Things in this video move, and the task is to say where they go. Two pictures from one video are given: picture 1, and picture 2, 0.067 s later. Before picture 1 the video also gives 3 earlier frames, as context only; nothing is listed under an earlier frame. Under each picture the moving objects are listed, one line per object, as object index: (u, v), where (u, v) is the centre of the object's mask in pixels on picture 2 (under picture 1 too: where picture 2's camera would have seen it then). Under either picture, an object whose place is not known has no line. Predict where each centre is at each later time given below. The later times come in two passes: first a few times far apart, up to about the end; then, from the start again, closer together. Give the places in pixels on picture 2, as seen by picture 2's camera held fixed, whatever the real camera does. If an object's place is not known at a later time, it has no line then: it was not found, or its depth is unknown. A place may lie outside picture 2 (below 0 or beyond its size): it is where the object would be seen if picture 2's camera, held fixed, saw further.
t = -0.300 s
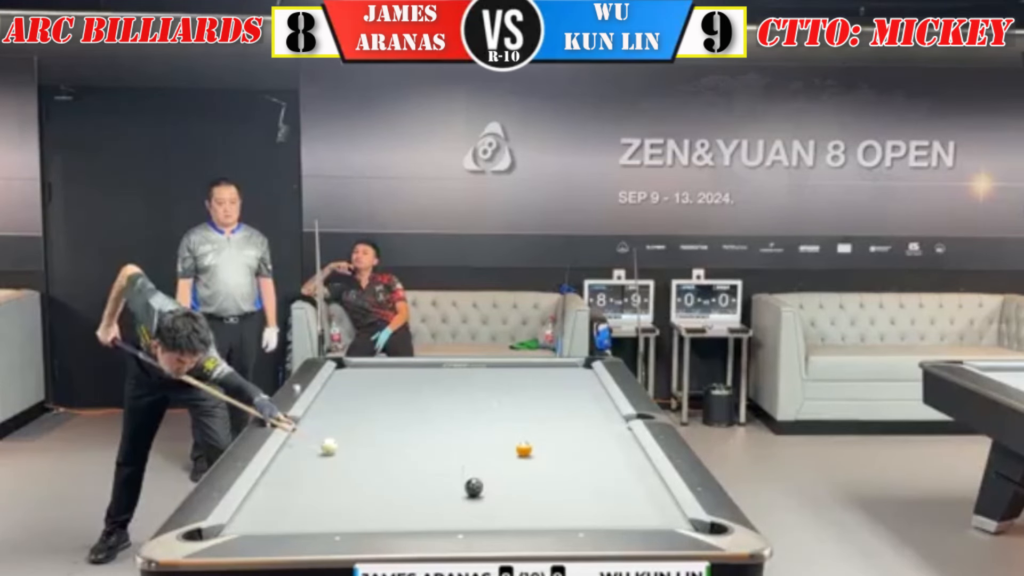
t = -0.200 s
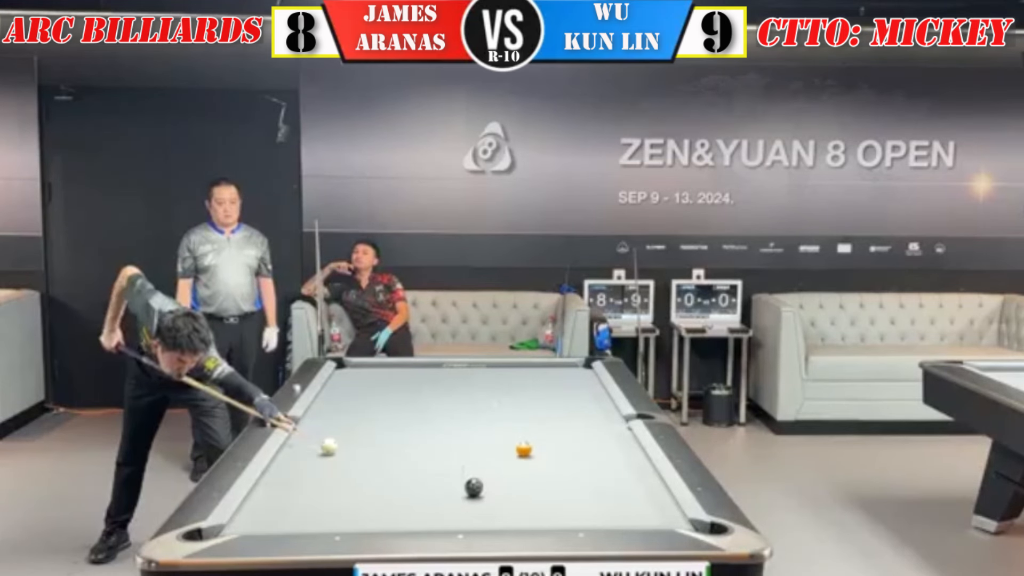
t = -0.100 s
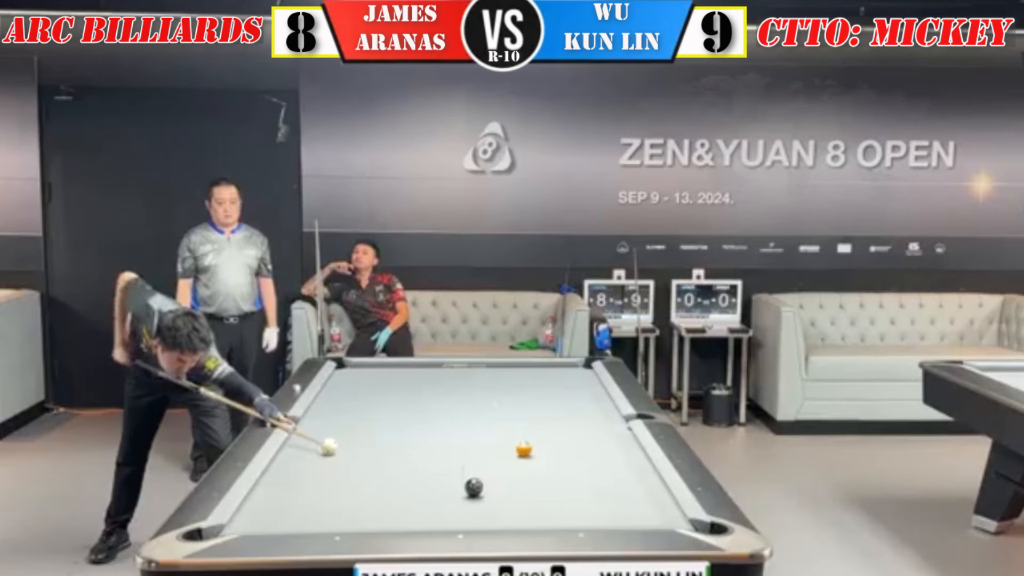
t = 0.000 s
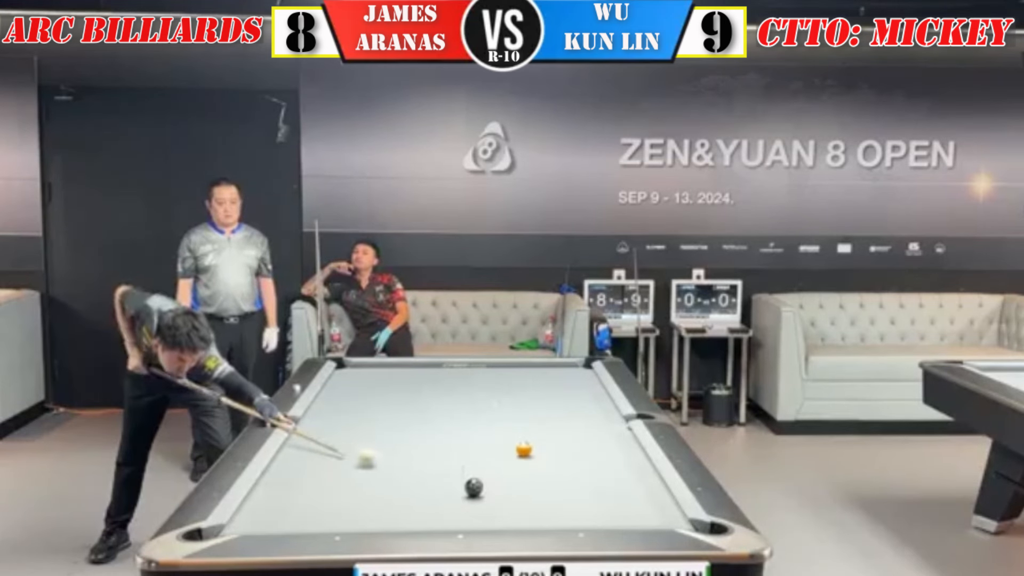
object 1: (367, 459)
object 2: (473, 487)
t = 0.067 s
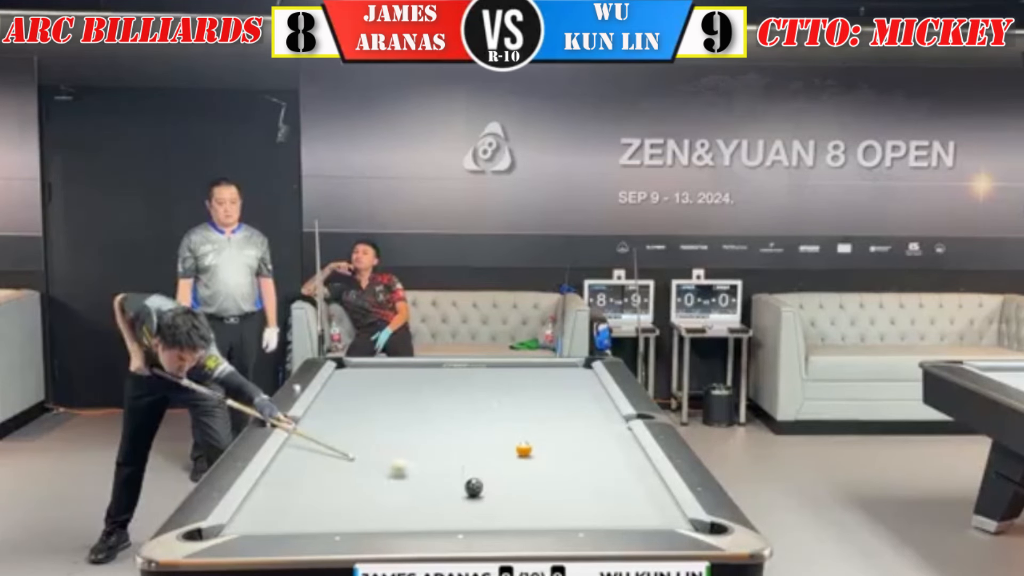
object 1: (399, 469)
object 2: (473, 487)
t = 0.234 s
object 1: (455, 489)
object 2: (496, 492)
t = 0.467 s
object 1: (449, 501)
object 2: (611, 512)
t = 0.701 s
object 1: (443, 514)
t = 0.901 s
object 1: (438, 521)
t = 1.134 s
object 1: (428, 520)
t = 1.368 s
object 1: (419, 517)
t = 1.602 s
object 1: (408, 510)
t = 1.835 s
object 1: (399, 505)
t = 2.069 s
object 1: (392, 500)
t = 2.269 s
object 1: (386, 495)
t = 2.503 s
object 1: (380, 491)
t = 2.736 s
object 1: (375, 487)
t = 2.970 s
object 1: (371, 484)
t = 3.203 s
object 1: (367, 482)
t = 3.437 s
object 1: (365, 480)
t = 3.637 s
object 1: (363, 478)
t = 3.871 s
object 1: (362, 477)
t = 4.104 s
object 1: (361, 476)
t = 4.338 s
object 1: (360, 476)
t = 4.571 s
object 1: (359, 475)
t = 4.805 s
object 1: (359, 476)
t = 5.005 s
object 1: (359, 475)
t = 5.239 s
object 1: (359, 475)
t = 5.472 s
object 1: (359, 475)
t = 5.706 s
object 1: (359, 475)
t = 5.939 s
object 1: (359, 475)
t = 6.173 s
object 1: (359, 475)
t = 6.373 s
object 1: (359, 475)
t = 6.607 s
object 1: (359, 474)
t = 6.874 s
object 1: (359, 475)
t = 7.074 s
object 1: (360, 474)
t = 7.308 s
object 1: (360, 474)
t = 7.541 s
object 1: (360, 474)
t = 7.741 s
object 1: (360, 474)
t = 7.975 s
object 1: (360, 475)
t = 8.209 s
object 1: (360, 474)
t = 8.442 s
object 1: (360, 474)
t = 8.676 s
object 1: (359, 475)
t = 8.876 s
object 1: (359, 474)
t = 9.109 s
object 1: (359, 474)
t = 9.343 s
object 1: (359, 474)
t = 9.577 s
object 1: (359, 474)
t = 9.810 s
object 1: (359, 474)
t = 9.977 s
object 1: (359, 474)
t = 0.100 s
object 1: (413, 473)
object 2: (473, 487)
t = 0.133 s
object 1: (430, 477)
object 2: (473, 487)
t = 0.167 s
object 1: (445, 483)
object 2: (474, 487)
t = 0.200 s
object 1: (458, 487)
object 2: (479, 489)
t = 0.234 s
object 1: (455, 489)
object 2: (496, 492)
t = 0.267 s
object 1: (453, 490)
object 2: (515, 495)
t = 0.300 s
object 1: (452, 492)
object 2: (531, 498)
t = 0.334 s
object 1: (451, 494)
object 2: (549, 502)
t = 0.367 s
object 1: (451, 496)
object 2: (564, 504)
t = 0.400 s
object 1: (450, 497)
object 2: (581, 506)
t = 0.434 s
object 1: (449, 499)
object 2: (596, 509)
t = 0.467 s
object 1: (449, 501)
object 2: (611, 512)
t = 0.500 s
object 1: (447, 503)
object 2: (625, 515)
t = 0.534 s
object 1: (447, 504)
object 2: (640, 516)
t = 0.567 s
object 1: (446, 506)
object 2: (654, 516)
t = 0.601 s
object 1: (446, 508)
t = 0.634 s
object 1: (445, 510)
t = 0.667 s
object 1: (444, 512)
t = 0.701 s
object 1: (443, 514)
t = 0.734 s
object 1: (442, 515)
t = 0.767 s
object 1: (442, 517)
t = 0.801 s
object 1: (441, 518)
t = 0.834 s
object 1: (440, 518)
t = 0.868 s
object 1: (439, 521)
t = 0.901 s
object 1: (438, 521)
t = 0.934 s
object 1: (438, 521)
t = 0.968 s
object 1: (435, 523)
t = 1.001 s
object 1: (434, 524)
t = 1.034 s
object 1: (432, 522)
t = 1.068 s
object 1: (431, 522)
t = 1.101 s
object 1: (430, 520)
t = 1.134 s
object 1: (428, 520)
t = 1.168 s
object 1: (426, 521)
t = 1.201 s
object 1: (426, 520)
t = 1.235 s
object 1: (424, 519)
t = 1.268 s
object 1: (423, 519)
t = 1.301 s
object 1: (423, 519)
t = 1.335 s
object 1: (420, 518)
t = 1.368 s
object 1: (419, 517)
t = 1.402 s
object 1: (417, 516)
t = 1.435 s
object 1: (415, 515)
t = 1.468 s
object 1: (414, 515)
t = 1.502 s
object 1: (414, 514)
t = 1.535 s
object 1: (412, 513)
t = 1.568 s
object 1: (410, 511)
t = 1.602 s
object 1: (408, 510)
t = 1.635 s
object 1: (407, 509)
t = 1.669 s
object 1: (406, 509)
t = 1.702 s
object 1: (405, 508)
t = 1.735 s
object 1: (403, 507)
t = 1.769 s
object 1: (402, 506)
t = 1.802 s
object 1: (400, 505)
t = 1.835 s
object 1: (399, 505)
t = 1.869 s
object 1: (398, 504)
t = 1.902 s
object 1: (398, 503)
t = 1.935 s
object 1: (396, 503)
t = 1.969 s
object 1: (395, 502)
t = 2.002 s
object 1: (394, 501)
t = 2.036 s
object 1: (392, 500)
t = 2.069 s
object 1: (392, 500)
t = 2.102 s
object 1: (391, 499)
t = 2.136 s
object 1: (390, 498)
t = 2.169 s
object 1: (388, 497)
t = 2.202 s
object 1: (388, 497)
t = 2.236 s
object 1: (387, 497)
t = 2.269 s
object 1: (386, 495)
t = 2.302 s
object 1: (385, 495)
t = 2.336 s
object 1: (384, 494)
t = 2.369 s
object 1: (383, 494)
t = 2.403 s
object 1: (382, 493)
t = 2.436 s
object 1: (382, 492)
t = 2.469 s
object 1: (380, 492)
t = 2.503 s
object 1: (380, 491)
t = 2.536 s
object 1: (379, 490)
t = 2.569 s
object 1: (378, 490)
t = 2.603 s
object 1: (377, 489)
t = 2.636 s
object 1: (377, 489)
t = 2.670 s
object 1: (377, 488)
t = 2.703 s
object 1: (376, 488)
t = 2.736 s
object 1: (375, 487)
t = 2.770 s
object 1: (375, 487)
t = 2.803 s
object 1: (375, 487)
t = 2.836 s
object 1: (373, 487)
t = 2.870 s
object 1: (372, 485)
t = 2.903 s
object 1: (373, 485)
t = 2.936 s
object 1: (372, 485)
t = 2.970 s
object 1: (371, 484)
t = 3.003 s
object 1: (370, 484)
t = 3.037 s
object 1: (370, 483)
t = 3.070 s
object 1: (369, 483)
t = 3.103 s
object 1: (369, 483)
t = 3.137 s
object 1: (369, 483)
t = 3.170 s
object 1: (368, 482)
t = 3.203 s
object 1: (367, 482)
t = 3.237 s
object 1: (367, 482)
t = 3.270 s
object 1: (366, 481)
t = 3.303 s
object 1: (366, 481)
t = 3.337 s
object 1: (366, 480)
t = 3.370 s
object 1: (366, 480)
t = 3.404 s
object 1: (365, 480)
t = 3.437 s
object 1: (365, 480)
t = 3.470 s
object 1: (365, 480)
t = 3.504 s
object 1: (364, 479)
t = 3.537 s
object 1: (364, 479)
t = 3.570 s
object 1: (364, 479)
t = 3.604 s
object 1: (364, 478)
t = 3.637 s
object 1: (363, 478)
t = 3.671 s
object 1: (363, 478)
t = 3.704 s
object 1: (363, 478)
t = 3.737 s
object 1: (363, 477)
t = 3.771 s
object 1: (362, 477)
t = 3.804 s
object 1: (362, 477)
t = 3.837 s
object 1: (362, 477)
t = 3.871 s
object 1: (362, 477)
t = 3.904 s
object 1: (362, 477)
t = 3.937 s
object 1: (362, 477)
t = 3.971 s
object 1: (362, 477)
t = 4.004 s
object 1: (361, 476)
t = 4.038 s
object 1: (361, 476)
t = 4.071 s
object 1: (361, 476)
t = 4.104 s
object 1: (361, 476)
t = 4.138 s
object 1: (361, 476)
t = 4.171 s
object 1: (360, 476)
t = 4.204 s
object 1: (360, 476)
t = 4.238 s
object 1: (360, 476)
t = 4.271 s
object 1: (360, 476)
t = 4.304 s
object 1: (360, 475)
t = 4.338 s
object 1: (360, 476)
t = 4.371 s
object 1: (360, 475)
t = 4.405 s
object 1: (359, 476)
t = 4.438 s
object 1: (359, 476)
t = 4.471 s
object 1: (359, 476)
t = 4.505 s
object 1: (359, 476)
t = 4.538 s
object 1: (359, 476)
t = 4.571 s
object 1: (359, 475)
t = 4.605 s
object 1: (359, 476)
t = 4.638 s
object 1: (359, 476)
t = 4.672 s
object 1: (359, 476)
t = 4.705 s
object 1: (359, 476)
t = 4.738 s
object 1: (359, 475)
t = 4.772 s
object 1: (359, 476)
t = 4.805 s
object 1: (359, 476)
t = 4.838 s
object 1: (359, 476)
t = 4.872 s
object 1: (359, 475)
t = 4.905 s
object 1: (359, 475)
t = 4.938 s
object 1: (359, 475)
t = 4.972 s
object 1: (359, 475)
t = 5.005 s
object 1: (359, 475)
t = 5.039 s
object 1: (359, 475)
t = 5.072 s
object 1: (359, 475)
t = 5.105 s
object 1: (359, 475)
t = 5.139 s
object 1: (359, 475)
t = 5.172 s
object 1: (359, 475)
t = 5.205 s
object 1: (359, 475)
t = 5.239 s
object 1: (359, 475)
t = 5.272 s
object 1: (359, 475)
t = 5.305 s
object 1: (359, 475)
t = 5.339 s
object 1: (359, 475)
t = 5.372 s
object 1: (359, 475)
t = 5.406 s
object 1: (359, 475)
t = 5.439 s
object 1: (359, 475)
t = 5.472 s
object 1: (359, 475)
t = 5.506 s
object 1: (359, 475)
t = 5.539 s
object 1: (359, 475)
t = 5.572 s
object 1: (359, 475)
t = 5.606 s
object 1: (359, 475)
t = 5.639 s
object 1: (359, 475)
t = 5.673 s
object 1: (359, 475)
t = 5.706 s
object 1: (359, 475)
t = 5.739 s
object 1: (359, 475)
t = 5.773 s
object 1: (359, 475)
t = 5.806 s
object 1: (359, 475)
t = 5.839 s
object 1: (359, 475)
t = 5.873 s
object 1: (359, 475)
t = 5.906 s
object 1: (359, 475)
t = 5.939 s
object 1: (359, 475)
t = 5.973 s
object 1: (359, 475)
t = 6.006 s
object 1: (359, 475)
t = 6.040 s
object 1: (359, 475)
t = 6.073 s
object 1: (359, 475)
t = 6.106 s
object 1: (359, 475)
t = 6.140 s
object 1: (359, 475)
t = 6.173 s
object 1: (359, 475)
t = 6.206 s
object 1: (359, 475)
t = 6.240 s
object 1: (359, 475)
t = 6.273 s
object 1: (359, 475)
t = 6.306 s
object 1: (359, 475)
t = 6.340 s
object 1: (359, 474)
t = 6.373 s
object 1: (359, 475)
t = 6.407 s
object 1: (359, 475)
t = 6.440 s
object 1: (359, 475)
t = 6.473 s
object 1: (359, 474)
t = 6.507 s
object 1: (359, 475)
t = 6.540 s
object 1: (359, 475)
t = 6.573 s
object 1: (359, 474)
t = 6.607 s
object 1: (359, 474)
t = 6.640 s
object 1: (359, 475)
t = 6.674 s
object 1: (359, 475)
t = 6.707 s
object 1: (359, 475)
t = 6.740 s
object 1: (359, 475)
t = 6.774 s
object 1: (359, 474)
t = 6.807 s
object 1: (359, 474)
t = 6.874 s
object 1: (359, 475)
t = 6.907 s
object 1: (359, 474)
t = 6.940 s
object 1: (359, 474)
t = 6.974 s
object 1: (360, 474)
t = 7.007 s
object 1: (360, 474)
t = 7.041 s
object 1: (360, 474)
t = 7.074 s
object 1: (360, 474)
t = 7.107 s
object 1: (360, 474)
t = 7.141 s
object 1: (360, 474)
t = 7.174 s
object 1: (359, 475)
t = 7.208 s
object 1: (360, 474)
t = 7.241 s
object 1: (359, 475)
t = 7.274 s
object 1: (360, 474)
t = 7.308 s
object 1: (360, 474)
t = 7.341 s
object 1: (359, 475)
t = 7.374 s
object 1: (360, 474)
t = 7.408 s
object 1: (360, 474)
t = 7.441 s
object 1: (360, 474)
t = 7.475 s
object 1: (360, 474)
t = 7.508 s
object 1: (360, 474)
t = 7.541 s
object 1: (360, 474)
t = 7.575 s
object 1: (360, 474)
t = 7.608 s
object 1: (360, 474)
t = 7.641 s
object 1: (360, 474)
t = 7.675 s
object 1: (360, 474)
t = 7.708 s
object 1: (360, 474)
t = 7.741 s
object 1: (360, 474)
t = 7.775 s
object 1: (359, 475)
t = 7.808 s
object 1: (360, 474)
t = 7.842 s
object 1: (359, 475)
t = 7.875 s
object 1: (360, 474)
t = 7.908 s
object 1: (359, 475)
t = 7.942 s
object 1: (359, 475)
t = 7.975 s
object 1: (360, 475)
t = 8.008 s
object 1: (360, 474)
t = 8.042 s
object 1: (360, 474)
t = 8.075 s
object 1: (360, 474)
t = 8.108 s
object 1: (360, 474)
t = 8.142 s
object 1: (360, 474)
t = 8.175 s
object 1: (360, 474)
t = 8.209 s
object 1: (360, 474)
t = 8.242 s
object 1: (360, 474)
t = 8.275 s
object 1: (360, 474)
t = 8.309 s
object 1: (360, 474)
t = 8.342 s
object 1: (359, 475)
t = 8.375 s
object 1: (360, 474)
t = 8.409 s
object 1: (359, 475)
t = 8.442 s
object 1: (360, 474)
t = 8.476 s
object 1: (360, 474)
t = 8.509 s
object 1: (360, 474)
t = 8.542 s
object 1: (360, 474)
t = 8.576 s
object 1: (360, 474)
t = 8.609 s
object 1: (360, 474)
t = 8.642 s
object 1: (360, 474)
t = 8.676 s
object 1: (359, 475)
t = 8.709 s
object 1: (360, 474)
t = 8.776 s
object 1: (360, 474)
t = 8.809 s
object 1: (360, 474)
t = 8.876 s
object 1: (359, 474)
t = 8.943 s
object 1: (359, 474)
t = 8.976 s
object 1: (359, 474)
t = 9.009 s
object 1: (359, 474)
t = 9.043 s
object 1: (359, 474)
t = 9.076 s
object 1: (359, 474)
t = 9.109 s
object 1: (359, 474)
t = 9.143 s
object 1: (359, 474)
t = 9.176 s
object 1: (359, 474)
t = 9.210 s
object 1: (359, 474)
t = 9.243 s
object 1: (359, 474)
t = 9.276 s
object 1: (359, 475)
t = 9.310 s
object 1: (359, 474)
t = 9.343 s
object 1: (359, 474)
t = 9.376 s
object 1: (359, 474)
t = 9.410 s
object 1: (359, 474)
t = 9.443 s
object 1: (359, 474)
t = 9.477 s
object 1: (359, 474)
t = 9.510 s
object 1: (359, 474)
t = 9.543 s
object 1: (359, 474)
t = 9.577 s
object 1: (359, 474)
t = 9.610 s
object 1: (359, 474)
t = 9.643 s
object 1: (359, 474)
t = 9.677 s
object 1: (359, 474)
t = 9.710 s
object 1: (359, 474)
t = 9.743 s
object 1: (359, 474)
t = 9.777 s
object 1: (359, 474)
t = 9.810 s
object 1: (359, 474)
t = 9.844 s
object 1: (359, 474)
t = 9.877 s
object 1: (359, 474)
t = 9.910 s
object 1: (359, 475)
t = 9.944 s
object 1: (359, 474)
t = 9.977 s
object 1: (359, 474)
